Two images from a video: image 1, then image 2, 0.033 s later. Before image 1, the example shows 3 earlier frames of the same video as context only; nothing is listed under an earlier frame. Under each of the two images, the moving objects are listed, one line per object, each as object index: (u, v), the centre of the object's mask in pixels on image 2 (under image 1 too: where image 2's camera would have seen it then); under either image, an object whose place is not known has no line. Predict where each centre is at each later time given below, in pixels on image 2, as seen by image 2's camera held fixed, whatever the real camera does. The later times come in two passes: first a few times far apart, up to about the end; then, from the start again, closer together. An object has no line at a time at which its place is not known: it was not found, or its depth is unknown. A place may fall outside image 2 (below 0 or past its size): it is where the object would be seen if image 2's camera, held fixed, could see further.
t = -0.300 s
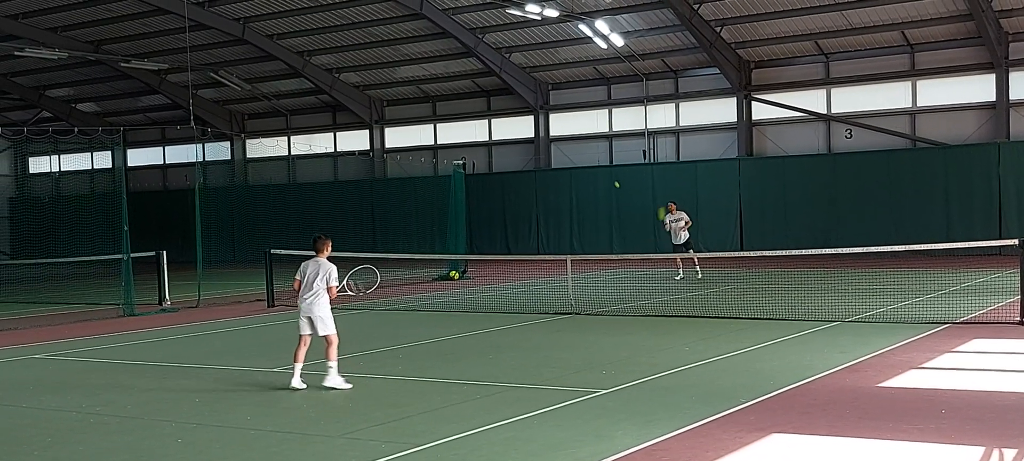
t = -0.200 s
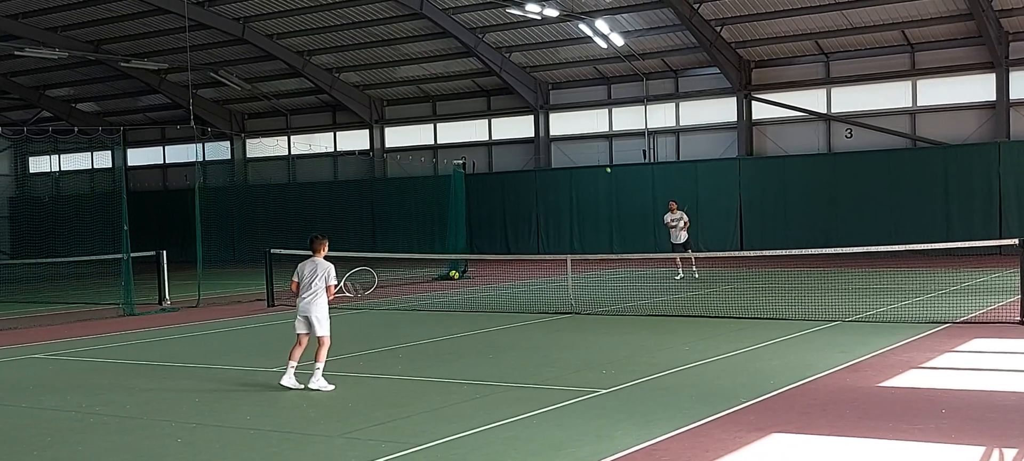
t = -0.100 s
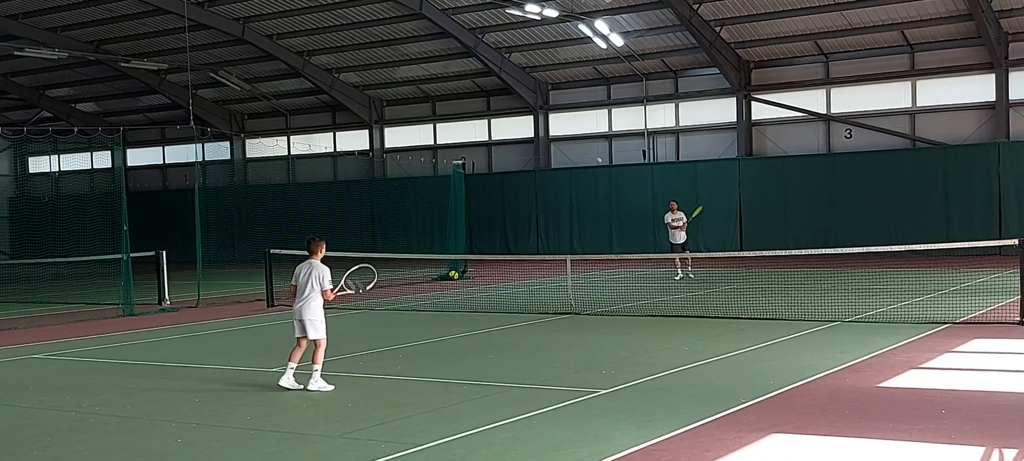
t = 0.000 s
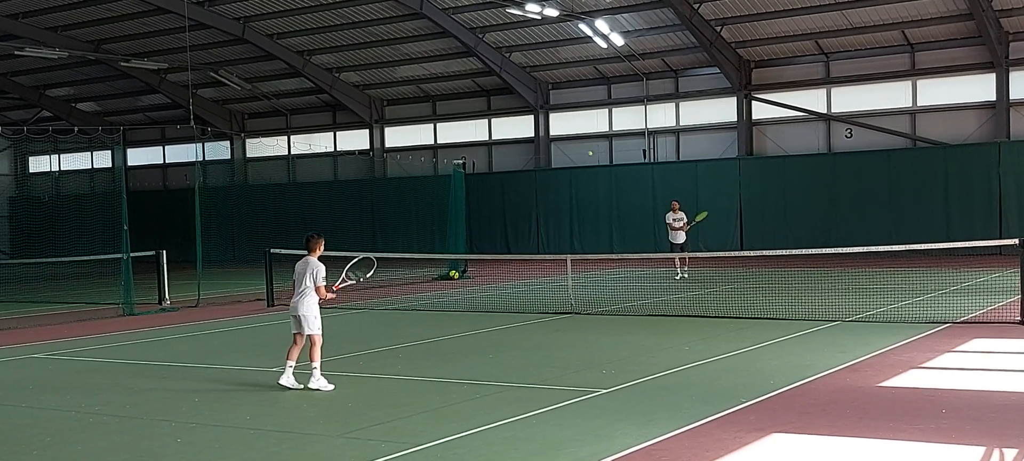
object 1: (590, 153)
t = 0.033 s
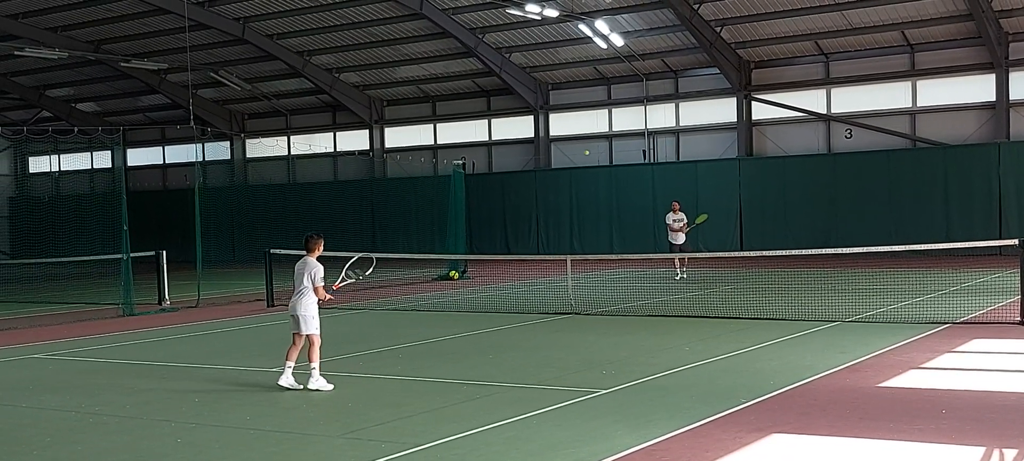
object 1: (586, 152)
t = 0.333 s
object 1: (553, 173)
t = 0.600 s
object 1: (518, 249)
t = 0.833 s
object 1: (485, 341)
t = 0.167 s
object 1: (572, 155)
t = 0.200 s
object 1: (569, 157)
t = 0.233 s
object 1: (565, 159)
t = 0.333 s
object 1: (553, 173)
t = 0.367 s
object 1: (549, 179)
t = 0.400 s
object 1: (545, 186)
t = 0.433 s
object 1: (541, 193)
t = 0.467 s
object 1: (536, 202)
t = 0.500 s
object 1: (532, 212)
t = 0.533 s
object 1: (527, 223)
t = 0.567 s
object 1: (523, 235)
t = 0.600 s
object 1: (518, 249)
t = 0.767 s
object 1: (492, 336)
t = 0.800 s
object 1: (487, 350)
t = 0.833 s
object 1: (485, 341)
